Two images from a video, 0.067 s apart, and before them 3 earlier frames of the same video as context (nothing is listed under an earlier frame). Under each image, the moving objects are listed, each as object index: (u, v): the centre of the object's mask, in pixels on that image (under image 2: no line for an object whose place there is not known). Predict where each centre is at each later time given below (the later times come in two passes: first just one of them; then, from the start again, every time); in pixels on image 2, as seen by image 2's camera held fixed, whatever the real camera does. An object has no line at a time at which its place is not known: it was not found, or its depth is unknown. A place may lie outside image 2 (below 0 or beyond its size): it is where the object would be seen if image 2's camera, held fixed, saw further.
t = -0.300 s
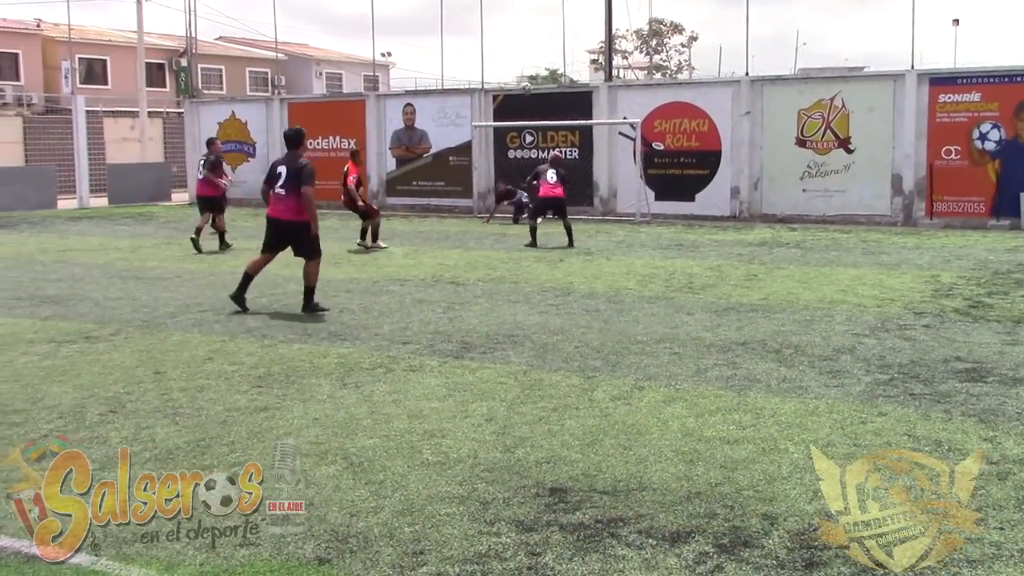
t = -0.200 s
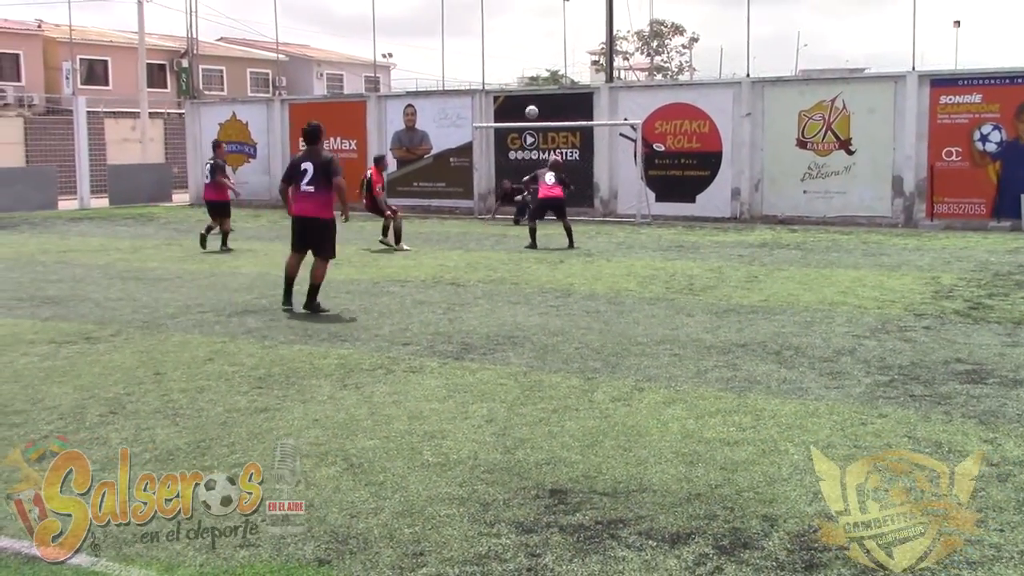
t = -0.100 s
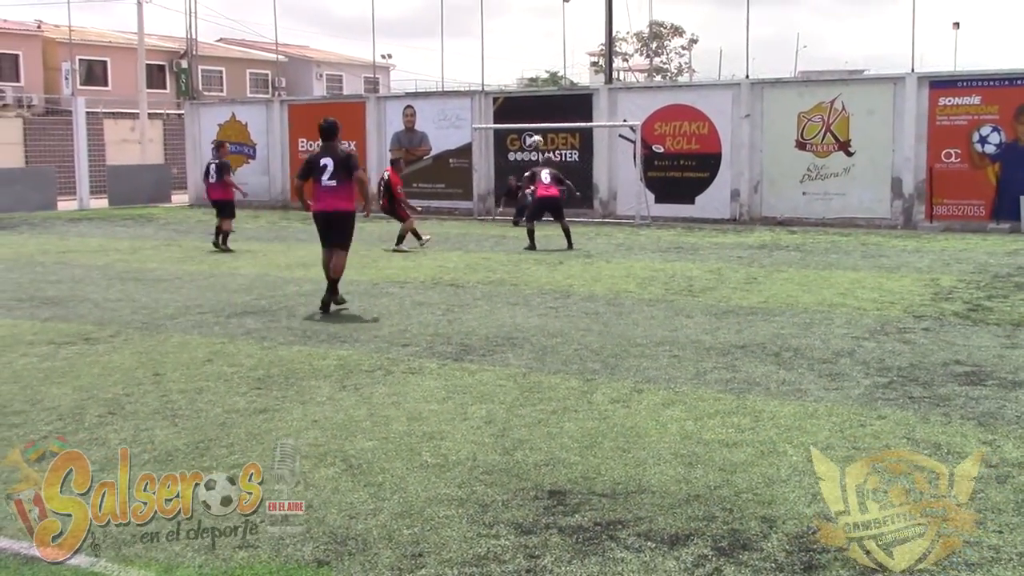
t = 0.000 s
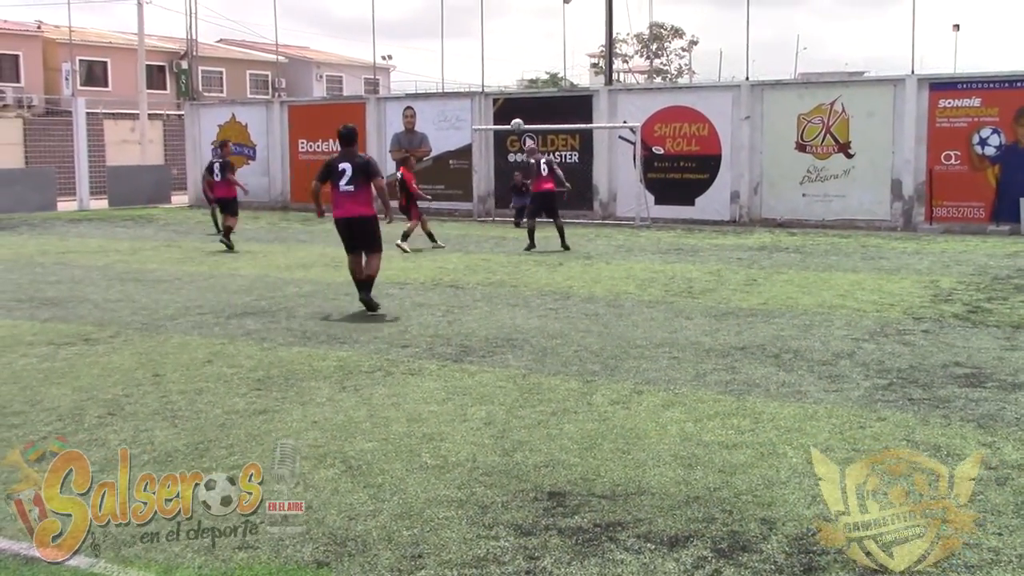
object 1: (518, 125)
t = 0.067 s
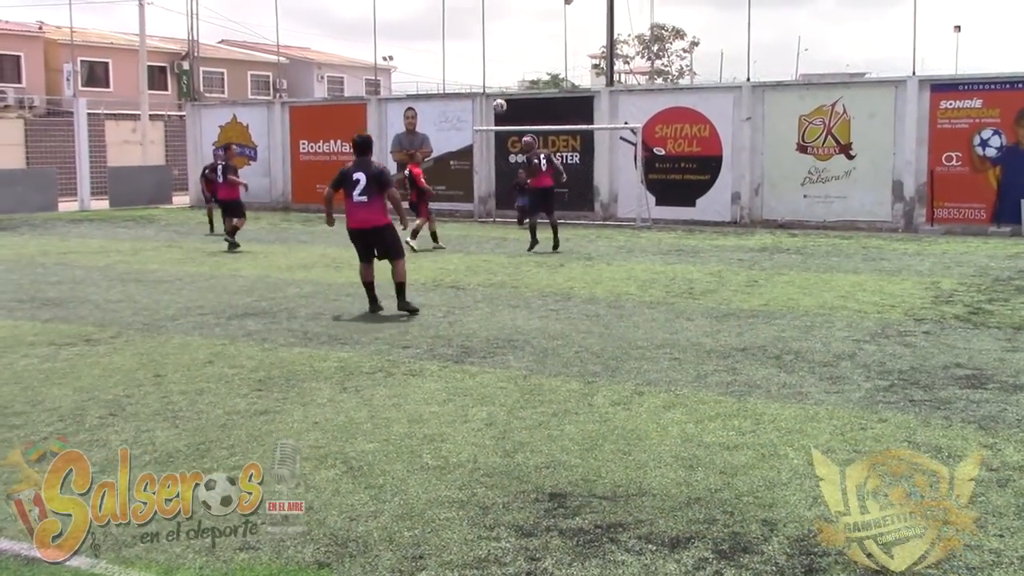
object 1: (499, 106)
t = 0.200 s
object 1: (462, 72)
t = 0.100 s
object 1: (489, 97)
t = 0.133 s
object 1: (480, 89)
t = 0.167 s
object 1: (471, 80)
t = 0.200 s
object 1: (462, 72)
